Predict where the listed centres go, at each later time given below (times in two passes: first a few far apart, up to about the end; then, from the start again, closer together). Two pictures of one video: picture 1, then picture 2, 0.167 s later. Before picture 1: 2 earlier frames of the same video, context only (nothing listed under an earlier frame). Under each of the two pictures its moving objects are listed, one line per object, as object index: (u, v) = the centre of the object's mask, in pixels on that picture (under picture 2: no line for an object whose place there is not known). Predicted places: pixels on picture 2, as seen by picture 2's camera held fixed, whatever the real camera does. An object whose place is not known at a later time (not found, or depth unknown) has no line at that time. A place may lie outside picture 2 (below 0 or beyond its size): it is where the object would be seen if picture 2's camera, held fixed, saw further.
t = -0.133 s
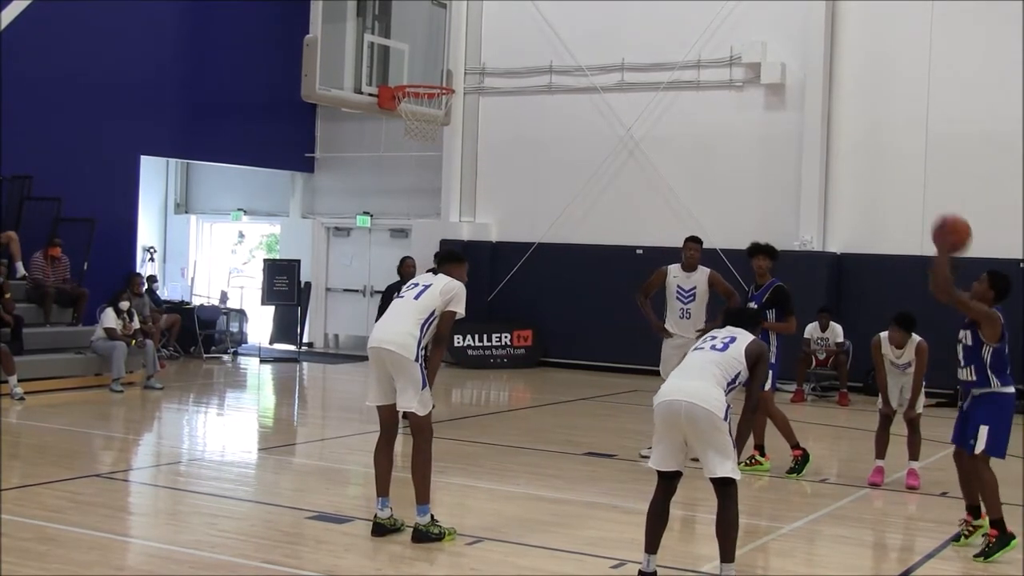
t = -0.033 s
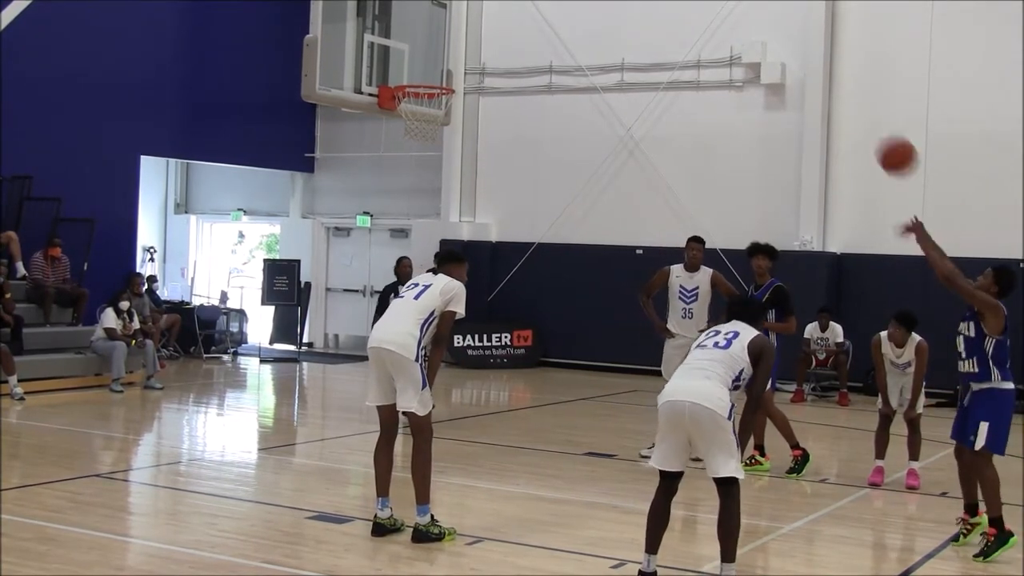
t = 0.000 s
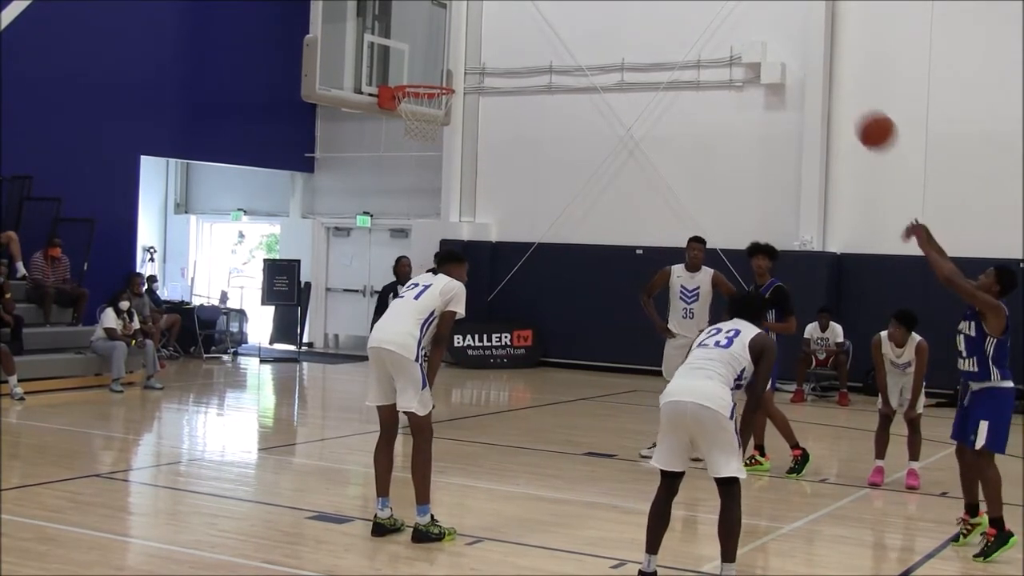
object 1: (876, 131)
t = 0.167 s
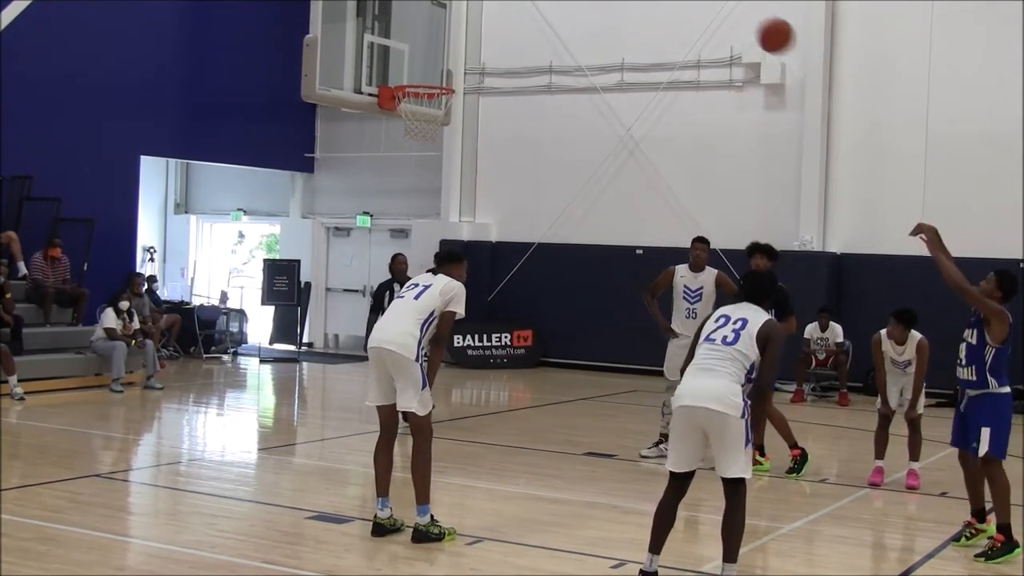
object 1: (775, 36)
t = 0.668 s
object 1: (511, 9)
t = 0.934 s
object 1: (414, 107)
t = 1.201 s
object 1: (461, 223)
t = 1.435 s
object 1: (496, 381)
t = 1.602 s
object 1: (525, 404)
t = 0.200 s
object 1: (756, 22)
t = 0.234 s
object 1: (736, 13)
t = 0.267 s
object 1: (718, 8)
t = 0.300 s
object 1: (700, 4)
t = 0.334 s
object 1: (681, 1)
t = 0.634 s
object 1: (527, 5)
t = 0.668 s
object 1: (511, 9)
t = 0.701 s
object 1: (495, 14)
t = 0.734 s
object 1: (480, 24)
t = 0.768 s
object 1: (464, 35)
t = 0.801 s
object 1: (449, 49)
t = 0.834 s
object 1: (433, 64)
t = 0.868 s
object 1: (419, 76)
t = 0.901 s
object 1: (408, 94)
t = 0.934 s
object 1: (414, 107)
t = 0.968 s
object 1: (420, 126)
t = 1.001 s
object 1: (427, 137)
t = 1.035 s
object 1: (433, 147)
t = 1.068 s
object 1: (438, 160)
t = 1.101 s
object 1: (444, 173)
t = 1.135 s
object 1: (450, 189)
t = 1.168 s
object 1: (455, 205)
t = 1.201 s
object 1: (461, 223)
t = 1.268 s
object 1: (472, 264)
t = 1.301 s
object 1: (477, 284)
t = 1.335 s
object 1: (482, 307)
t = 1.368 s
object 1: (486, 328)
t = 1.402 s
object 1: (491, 357)
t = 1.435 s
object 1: (496, 381)
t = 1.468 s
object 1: (500, 409)
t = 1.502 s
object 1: (505, 438)
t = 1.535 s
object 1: (511, 445)
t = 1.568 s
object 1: (518, 424)
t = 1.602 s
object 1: (525, 404)
